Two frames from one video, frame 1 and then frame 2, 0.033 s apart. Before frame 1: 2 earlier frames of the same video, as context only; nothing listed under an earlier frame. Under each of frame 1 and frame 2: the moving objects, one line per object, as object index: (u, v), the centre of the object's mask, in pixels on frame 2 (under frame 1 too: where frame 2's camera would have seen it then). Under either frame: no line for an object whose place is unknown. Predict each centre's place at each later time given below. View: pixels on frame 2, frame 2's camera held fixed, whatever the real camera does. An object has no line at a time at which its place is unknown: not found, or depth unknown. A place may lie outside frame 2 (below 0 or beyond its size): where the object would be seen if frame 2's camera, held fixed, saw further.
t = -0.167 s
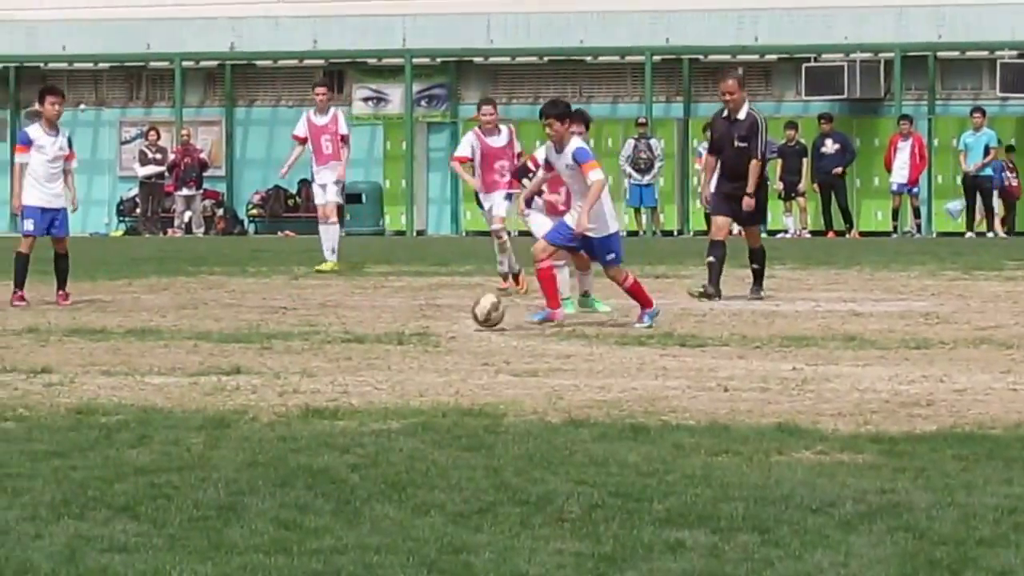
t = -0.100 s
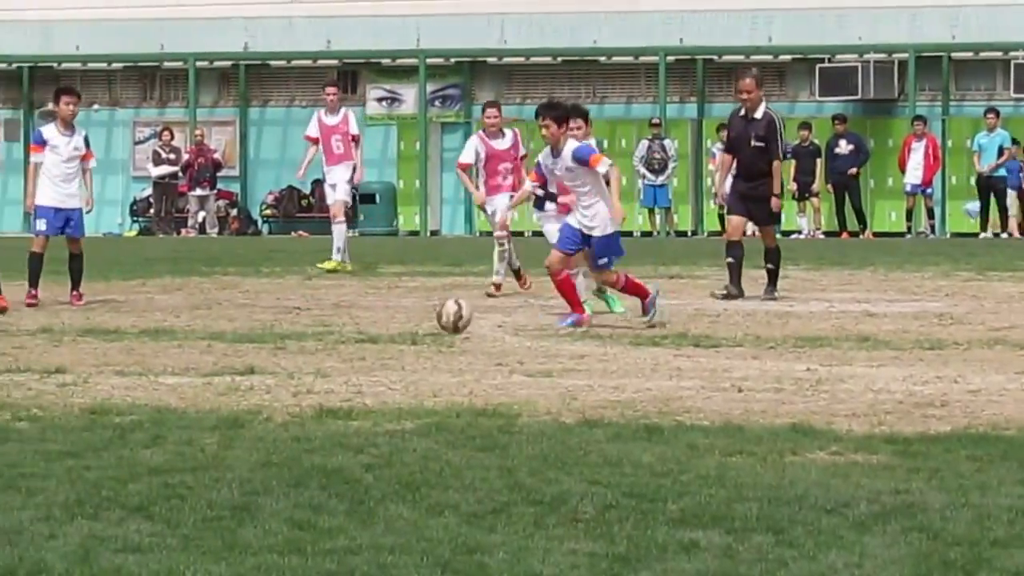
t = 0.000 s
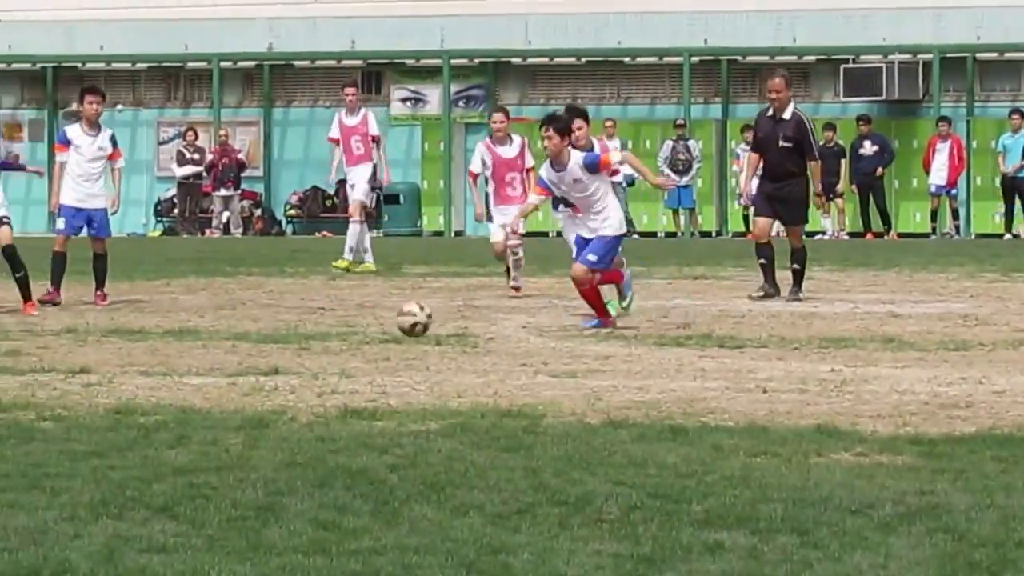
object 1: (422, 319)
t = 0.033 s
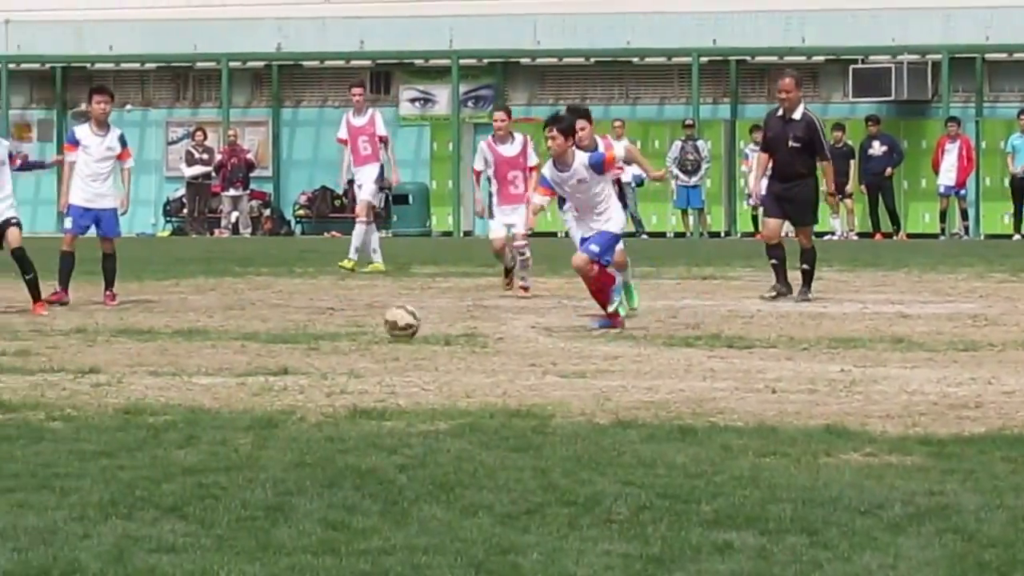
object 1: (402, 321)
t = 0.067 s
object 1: (383, 324)
